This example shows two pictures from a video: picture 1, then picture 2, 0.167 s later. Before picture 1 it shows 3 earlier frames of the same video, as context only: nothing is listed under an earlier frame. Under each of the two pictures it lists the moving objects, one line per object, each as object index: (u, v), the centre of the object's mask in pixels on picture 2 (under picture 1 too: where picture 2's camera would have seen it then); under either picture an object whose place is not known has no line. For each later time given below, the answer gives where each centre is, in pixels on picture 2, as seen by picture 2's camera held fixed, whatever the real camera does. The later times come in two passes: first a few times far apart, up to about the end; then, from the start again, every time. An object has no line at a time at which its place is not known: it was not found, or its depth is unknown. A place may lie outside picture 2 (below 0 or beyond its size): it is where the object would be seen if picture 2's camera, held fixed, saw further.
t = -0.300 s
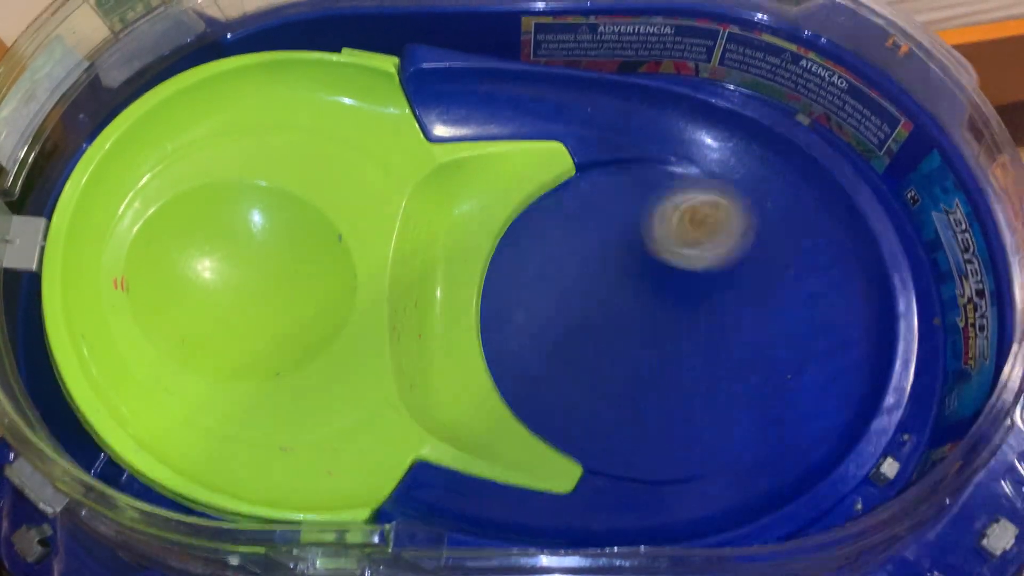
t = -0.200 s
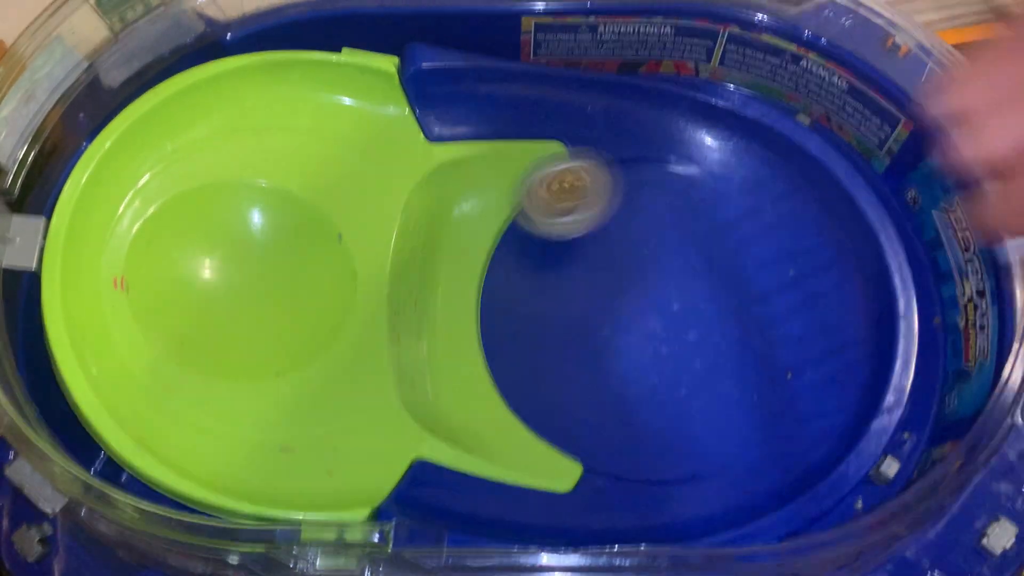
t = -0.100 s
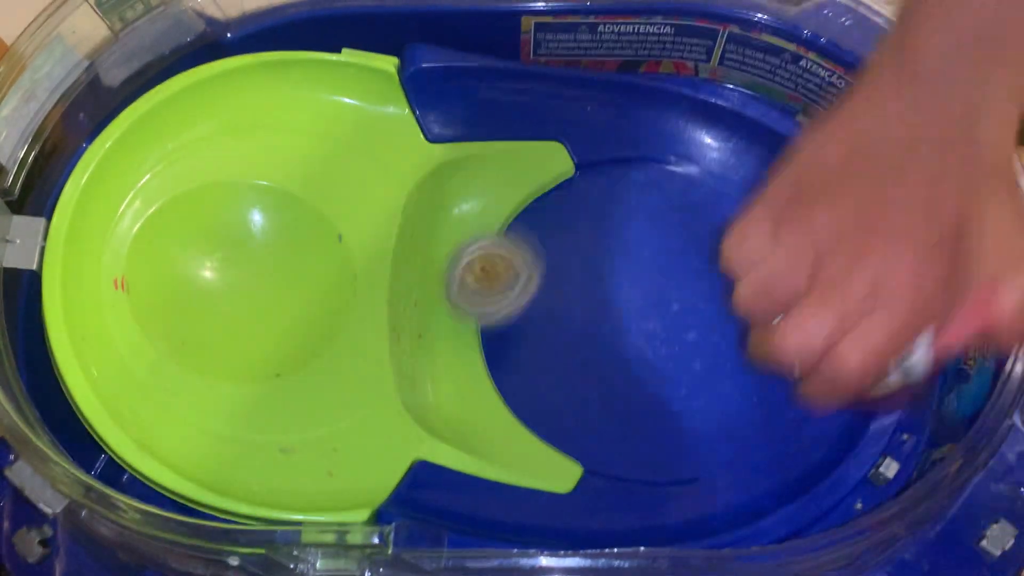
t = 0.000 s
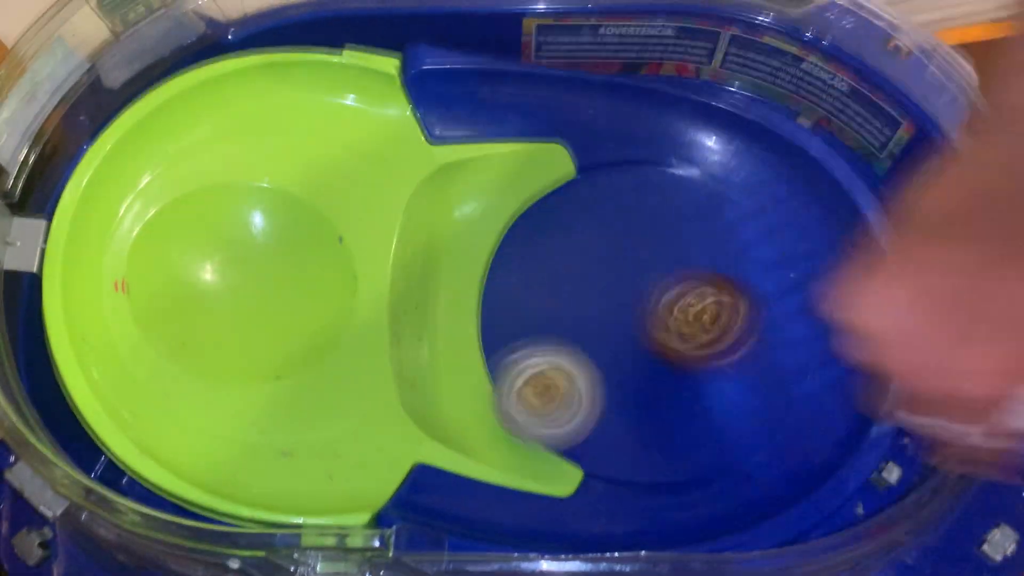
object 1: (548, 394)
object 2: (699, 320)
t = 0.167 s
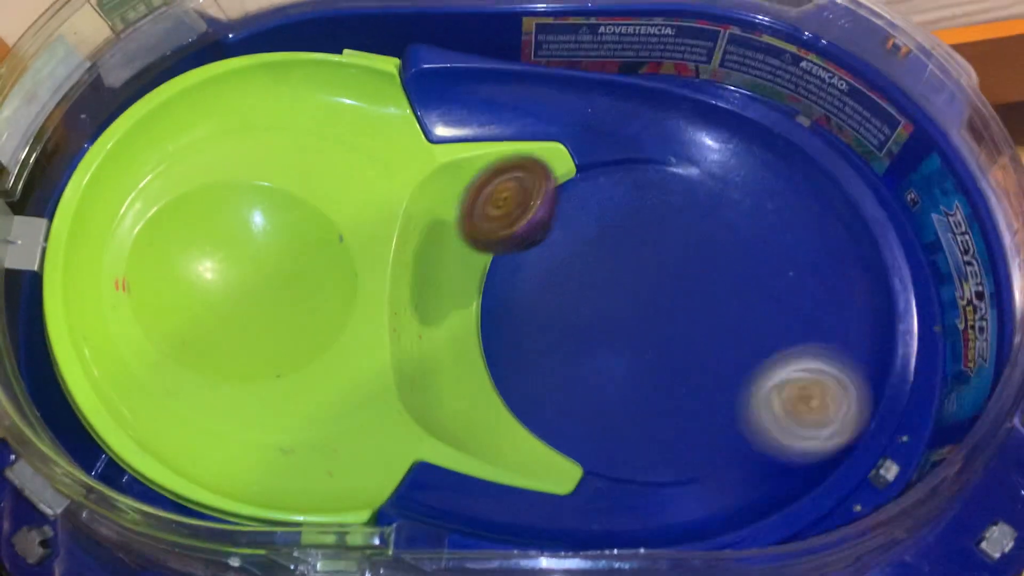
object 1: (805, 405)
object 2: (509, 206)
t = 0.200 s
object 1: (841, 362)
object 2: (496, 214)
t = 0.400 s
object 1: (642, 126)
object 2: (473, 336)
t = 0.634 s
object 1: (405, 369)
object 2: (611, 404)
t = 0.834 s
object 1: (684, 473)
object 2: (806, 355)
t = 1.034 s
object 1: (773, 325)
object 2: (762, 185)
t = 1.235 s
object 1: (596, 301)
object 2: (478, 271)
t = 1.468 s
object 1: (855, 351)
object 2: (457, 489)
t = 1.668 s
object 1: (737, 213)
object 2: (722, 403)
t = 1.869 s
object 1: (561, 275)
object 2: (776, 81)
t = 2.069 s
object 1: (558, 398)
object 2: (538, 113)
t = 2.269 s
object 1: (677, 403)
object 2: (498, 407)
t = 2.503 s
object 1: (676, 276)
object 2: (837, 359)
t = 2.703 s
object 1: (615, 230)
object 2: (615, 82)
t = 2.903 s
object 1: (578, 248)
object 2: (371, 215)
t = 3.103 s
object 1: (616, 307)
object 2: (432, 365)
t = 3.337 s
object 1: (770, 285)
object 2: (676, 432)
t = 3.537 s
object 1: (780, 206)
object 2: (789, 351)
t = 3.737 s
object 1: (654, 126)
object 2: (747, 377)
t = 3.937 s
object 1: (558, 247)
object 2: (690, 440)
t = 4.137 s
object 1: (584, 265)
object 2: (656, 458)
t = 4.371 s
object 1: (610, 205)
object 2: (688, 436)
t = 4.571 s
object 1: (656, 198)
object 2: (658, 335)
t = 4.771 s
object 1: (692, 222)
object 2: (640, 311)
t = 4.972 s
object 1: (730, 303)
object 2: (583, 314)
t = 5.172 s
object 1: (723, 390)
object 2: (567, 299)
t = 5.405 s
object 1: (658, 394)
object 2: (595, 294)
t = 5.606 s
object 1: (613, 410)
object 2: (646, 208)
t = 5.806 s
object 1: (605, 331)
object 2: (696, 205)
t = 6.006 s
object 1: (600, 226)
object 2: (722, 291)
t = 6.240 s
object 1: (608, 209)
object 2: (673, 402)
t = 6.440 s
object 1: (659, 291)
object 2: (608, 398)
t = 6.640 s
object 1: (750, 366)
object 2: (544, 316)
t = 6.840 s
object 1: (728, 399)
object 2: (579, 232)
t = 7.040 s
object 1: (674, 322)
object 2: (681, 235)
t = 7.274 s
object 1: (635, 255)
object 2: (763, 318)
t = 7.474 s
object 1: (632, 247)
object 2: (690, 394)
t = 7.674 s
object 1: (638, 264)
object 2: (581, 368)
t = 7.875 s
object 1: (608, 290)
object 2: (524, 287)
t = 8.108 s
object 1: (615, 301)
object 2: (546, 257)
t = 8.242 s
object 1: (624, 311)
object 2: (556, 261)
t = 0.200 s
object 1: (841, 362)
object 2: (496, 214)
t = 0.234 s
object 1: (858, 309)
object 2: (484, 231)
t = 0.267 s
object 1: (854, 257)
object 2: (476, 248)
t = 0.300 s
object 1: (819, 208)
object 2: (470, 267)
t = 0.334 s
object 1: (774, 167)
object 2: (468, 290)
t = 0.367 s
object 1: (711, 133)
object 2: (469, 312)
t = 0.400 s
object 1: (642, 126)
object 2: (473, 336)
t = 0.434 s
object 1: (587, 128)
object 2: (481, 357)
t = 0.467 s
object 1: (521, 142)
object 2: (492, 375)
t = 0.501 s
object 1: (465, 175)
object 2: (506, 389)
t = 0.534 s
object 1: (417, 209)
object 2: (524, 400)
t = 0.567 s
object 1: (403, 255)
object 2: (548, 406)
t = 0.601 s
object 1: (392, 316)
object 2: (576, 410)
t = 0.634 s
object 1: (405, 369)
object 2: (611, 404)
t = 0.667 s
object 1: (431, 418)
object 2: (648, 397)
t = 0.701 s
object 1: (469, 462)
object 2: (685, 386)
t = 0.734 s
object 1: (510, 500)
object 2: (723, 376)
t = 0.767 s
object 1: (572, 497)
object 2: (756, 368)
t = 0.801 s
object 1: (629, 498)
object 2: (783, 360)
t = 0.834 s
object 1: (684, 473)
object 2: (806, 355)
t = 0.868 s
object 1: (744, 438)
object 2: (822, 345)
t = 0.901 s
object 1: (774, 415)
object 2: (839, 315)
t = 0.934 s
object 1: (789, 391)
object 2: (843, 278)
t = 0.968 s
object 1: (793, 366)
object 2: (831, 240)
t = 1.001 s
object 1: (786, 345)
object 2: (803, 208)
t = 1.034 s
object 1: (773, 325)
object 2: (762, 185)
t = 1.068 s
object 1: (751, 311)
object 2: (712, 170)
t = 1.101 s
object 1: (725, 300)
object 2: (657, 169)
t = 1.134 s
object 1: (694, 294)
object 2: (605, 175)
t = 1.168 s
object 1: (659, 293)
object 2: (554, 190)
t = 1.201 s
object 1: (626, 296)
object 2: (514, 226)
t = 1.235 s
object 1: (596, 301)
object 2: (478, 271)
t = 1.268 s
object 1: (583, 314)
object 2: (471, 322)
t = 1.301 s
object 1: (636, 342)
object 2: (436, 351)
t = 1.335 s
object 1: (692, 361)
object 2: (428, 375)
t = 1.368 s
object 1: (745, 372)
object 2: (423, 409)
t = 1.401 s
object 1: (789, 378)
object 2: (421, 451)
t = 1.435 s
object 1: (828, 371)
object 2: (432, 480)
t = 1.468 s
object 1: (855, 351)
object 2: (457, 489)
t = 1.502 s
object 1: (870, 325)
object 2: (486, 496)
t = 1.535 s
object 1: (864, 303)
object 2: (521, 496)
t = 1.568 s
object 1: (840, 275)
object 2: (570, 484)
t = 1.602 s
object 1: (808, 247)
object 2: (618, 469)
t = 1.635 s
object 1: (776, 226)
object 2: (665, 444)
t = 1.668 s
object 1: (737, 213)
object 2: (722, 403)
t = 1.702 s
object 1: (704, 208)
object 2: (776, 355)
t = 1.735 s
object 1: (669, 208)
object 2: (828, 291)
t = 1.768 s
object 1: (641, 218)
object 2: (855, 221)
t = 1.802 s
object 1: (606, 233)
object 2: (844, 154)
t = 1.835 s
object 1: (581, 253)
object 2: (826, 99)
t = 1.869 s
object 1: (561, 275)
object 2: (776, 81)
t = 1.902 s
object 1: (545, 301)
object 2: (728, 70)
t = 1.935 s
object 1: (532, 325)
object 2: (683, 61)
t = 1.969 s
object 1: (529, 347)
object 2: (646, 58)
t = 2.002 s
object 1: (534, 367)
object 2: (608, 64)
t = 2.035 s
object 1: (544, 385)
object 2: (571, 82)
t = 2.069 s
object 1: (558, 398)
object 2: (538, 113)
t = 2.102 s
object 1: (580, 412)
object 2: (507, 159)
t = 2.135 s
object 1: (605, 423)
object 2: (475, 214)
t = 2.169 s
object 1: (627, 430)
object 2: (447, 262)
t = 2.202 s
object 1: (647, 427)
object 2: (450, 312)
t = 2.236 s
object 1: (661, 417)
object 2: (470, 367)
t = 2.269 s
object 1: (677, 403)
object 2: (498, 407)
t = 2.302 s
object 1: (689, 387)
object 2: (537, 447)
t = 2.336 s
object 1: (695, 366)
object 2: (587, 480)
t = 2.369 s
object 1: (698, 346)
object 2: (646, 485)
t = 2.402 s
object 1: (696, 325)
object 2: (711, 476)
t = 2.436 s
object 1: (692, 307)
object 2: (768, 465)
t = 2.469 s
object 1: (686, 291)
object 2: (808, 411)
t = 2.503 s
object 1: (676, 276)
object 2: (837, 359)
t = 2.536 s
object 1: (665, 264)
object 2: (839, 293)
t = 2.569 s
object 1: (651, 254)
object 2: (824, 227)
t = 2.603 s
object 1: (640, 244)
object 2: (794, 160)
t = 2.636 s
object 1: (632, 237)
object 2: (739, 113)
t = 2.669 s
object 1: (623, 233)
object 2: (679, 85)
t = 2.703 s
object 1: (615, 230)
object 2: (615, 82)
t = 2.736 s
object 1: (605, 230)
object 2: (549, 95)
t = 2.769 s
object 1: (595, 230)
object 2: (495, 112)
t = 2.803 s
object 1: (588, 231)
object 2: (454, 134)
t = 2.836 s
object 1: (582, 235)
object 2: (417, 164)
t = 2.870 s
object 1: (579, 241)
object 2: (389, 190)
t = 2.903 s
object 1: (578, 248)
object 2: (371, 215)
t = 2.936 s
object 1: (577, 259)
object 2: (364, 238)
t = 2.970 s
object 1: (579, 269)
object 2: (365, 260)
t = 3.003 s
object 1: (584, 279)
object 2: (374, 284)
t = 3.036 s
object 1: (591, 290)
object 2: (386, 308)
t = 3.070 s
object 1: (601, 299)
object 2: (404, 334)
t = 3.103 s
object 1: (616, 307)
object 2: (432, 365)
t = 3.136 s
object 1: (632, 314)
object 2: (470, 385)
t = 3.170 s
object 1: (650, 321)
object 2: (519, 391)
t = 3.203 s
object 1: (666, 324)
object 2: (568, 398)
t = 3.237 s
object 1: (685, 325)
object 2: (611, 402)
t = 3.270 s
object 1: (720, 314)
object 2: (634, 418)
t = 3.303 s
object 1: (748, 299)
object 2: (652, 427)
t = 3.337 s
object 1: (770, 285)
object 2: (676, 432)
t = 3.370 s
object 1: (784, 271)
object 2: (702, 430)
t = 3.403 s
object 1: (794, 254)
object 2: (727, 426)
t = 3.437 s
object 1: (798, 238)
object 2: (752, 414)
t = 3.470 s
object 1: (797, 224)
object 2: (769, 395)
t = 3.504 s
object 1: (790, 213)
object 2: (781, 375)
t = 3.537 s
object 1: (780, 206)
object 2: (789, 351)
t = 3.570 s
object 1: (766, 201)
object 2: (788, 327)
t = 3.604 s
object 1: (751, 200)
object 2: (783, 304)
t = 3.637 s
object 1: (734, 179)
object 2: (773, 310)
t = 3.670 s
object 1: (709, 151)
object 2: (766, 338)
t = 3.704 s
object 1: (681, 133)
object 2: (757, 360)
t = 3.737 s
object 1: (654, 126)
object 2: (747, 377)
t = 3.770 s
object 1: (634, 129)
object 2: (735, 392)
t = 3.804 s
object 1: (614, 140)
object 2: (724, 406)
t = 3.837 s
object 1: (595, 159)
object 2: (716, 418)
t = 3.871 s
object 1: (577, 192)
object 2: (707, 428)
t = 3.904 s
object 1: (564, 222)
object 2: (696, 437)
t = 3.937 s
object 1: (558, 247)
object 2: (690, 440)
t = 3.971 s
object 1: (557, 270)
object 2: (683, 433)
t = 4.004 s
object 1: (559, 294)
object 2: (672, 426)
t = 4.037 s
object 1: (566, 317)
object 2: (657, 418)
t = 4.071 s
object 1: (577, 328)
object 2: (645, 416)
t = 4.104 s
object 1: (577, 293)
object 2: (649, 444)
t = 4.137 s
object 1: (584, 265)
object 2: (656, 458)
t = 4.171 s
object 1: (588, 242)
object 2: (663, 475)
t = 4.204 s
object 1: (592, 232)
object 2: (666, 478)
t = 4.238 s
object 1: (594, 223)
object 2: (671, 477)
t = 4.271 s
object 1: (597, 216)
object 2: (677, 471)
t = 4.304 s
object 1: (600, 211)
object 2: (681, 464)
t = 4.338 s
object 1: (603, 208)
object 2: (685, 452)
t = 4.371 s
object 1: (610, 205)
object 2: (688, 436)
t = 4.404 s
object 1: (617, 206)
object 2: (688, 415)
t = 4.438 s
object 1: (625, 209)
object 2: (681, 388)
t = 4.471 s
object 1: (633, 214)
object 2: (676, 364)
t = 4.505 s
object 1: (642, 222)
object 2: (669, 337)
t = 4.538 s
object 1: (649, 213)
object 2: (658, 331)
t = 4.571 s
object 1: (656, 198)
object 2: (658, 335)
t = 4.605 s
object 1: (669, 194)
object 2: (649, 334)
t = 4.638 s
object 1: (675, 197)
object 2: (646, 332)
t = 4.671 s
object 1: (679, 200)
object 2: (643, 327)
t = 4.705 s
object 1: (684, 206)
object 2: (643, 322)
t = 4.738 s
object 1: (687, 212)
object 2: (640, 318)
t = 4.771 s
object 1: (692, 222)
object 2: (640, 311)
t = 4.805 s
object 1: (700, 229)
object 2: (626, 311)
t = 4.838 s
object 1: (709, 239)
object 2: (617, 314)
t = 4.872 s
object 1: (719, 253)
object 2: (605, 315)
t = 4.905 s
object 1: (721, 268)
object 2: (598, 315)
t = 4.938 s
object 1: (730, 284)
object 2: (590, 316)
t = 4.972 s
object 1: (730, 303)
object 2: (583, 314)
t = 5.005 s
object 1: (736, 320)
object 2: (579, 313)
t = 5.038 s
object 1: (733, 337)
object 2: (575, 311)
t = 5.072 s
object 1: (733, 353)
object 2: (571, 309)
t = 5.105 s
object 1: (731, 366)
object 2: (569, 306)
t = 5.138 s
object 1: (727, 379)
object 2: (568, 303)
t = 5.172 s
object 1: (723, 390)
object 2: (567, 299)
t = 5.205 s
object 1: (716, 399)
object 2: (568, 298)
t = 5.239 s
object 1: (708, 402)
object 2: (570, 295)
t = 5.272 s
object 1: (698, 405)
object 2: (573, 294)
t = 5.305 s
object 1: (688, 406)
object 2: (576, 293)
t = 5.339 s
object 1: (678, 405)
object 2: (583, 293)
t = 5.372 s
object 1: (668, 402)
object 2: (587, 293)
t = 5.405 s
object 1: (658, 394)
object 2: (595, 294)
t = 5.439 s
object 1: (644, 397)
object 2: (605, 281)
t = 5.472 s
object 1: (633, 411)
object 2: (613, 261)
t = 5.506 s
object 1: (626, 415)
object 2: (620, 241)
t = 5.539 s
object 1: (625, 415)
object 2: (631, 229)
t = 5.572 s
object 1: (617, 412)
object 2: (638, 220)
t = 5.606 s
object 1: (613, 410)
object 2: (646, 208)
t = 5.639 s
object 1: (614, 403)
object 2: (656, 201)
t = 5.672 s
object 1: (609, 391)
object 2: (664, 198)
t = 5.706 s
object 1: (606, 380)
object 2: (672, 196)
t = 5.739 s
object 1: (606, 366)
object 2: (681, 195)
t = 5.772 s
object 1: (602, 345)
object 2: (689, 201)
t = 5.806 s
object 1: (605, 331)
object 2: (696, 205)
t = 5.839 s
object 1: (605, 313)
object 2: (700, 214)
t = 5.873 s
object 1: (606, 290)
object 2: (707, 224)
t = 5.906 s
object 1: (608, 277)
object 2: (711, 238)
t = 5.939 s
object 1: (607, 258)
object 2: (713, 252)
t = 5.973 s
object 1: (601, 236)
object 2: (718, 268)
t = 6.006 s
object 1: (600, 226)
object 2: (722, 291)
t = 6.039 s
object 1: (594, 212)
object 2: (717, 309)
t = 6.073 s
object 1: (590, 203)
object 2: (712, 325)
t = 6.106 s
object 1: (594, 198)
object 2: (710, 345)
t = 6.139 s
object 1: (595, 198)
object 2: (703, 363)
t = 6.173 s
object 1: (600, 202)
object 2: (692, 377)
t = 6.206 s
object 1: (603, 203)
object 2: (685, 391)
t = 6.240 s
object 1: (608, 209)
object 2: (673, 402)
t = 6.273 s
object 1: (614, 218)
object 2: (660, 409)
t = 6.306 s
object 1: (621, 228)
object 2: (651, 413)
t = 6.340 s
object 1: (634, 242)
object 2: (641, 413)
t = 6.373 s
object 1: (643, 259)
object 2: (629, 412)
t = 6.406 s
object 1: (649, 276)
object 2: (617, 407)
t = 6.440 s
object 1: (659, 291)
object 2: (608, 398)
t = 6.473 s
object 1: (669, 305)
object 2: (600, 388)
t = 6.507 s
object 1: (686, 326)
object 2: (590, 376)
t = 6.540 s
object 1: (709, 340)
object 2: (567, 362)
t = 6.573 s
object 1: (728, 352)
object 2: (554, 348)
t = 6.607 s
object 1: (737, 356)
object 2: (547, 331)
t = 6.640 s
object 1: (750, 366)
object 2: (544, 316)
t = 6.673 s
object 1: (753, 380)
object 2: (544, 301)
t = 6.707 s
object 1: (750, 388)
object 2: (545, 284)
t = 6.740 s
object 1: (746, 397)
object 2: (548, 267)
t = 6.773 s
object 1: (739, 400)
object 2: (555, 250)
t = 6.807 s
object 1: (739, 400)
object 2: (566, 238)
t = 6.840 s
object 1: (728, 399)
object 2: (579, 232)
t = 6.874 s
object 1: (715, 390)
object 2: (590, 227)
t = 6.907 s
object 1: (708, 384)
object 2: (605, 223)
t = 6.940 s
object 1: (693, 370)
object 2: (623, 220)
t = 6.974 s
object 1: (688, 356)
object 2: (644, 223)
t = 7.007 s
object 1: (680, 338)
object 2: (663, 228)
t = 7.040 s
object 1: (674, 322)
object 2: (681, 235)
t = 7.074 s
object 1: (670, 317)
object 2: (701, 237)
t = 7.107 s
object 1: (663, 306)
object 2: (719, 248)
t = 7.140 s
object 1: (658, 292)
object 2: (734, 257)
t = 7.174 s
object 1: (654, 283)
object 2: (746, 272)
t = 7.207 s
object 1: (644, 273)
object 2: (754, 285)
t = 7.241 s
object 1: (636, 261)
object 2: (764, 300)
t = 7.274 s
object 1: (635, 255)
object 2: (763, 318)
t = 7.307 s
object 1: (637, 252)
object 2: (758, 336)
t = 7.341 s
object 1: (634, 246)
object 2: (746, 351)
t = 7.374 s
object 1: (630, 240)
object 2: (738, 364)
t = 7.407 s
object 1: (629, 239)
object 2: (723, 376)
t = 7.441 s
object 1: (632, 243)
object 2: (706, 386)
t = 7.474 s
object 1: (632, 247)
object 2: (690, 394)
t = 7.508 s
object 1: (634, 247)
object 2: (670, 396)
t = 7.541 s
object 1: (637, 247)
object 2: (650, 396)
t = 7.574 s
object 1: (638, 251)
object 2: (634, 391)
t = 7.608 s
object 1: (638, 256)
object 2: (614, 385)
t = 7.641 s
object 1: (638, 261)
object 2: (598, 372)
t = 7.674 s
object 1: (638, 264)
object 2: (581, 368)
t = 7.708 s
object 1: (638, 270)
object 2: (567, 356)
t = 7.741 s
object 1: (633, 277)
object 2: (555, 342)
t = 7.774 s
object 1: (627, 283)
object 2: (548, 325)
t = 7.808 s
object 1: (620, 287)
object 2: (536, 314)
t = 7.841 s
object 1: (614, 290)
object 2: (530, 301)
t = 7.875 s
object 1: (608, 290)
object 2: (524, 287)
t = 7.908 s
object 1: (605, 290)
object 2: (522, 275)
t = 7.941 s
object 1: (604, 289)
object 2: (521, 267)
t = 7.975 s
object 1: (605, 290)
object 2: (525, 263)
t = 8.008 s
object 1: (606, 291)
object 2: (531, 260)
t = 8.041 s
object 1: (608, 292)
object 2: (537, 258)
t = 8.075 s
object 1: (611, 296)
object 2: (543, 257)
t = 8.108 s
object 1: (615, 301)
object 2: (546, 257)
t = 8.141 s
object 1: (619, 307)
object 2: (550, 257)
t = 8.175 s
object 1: (622, 310)
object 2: (553, 257)
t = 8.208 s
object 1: (623, 311)
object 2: (555, 259)
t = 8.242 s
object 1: (624, 311)
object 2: (556, 261)
